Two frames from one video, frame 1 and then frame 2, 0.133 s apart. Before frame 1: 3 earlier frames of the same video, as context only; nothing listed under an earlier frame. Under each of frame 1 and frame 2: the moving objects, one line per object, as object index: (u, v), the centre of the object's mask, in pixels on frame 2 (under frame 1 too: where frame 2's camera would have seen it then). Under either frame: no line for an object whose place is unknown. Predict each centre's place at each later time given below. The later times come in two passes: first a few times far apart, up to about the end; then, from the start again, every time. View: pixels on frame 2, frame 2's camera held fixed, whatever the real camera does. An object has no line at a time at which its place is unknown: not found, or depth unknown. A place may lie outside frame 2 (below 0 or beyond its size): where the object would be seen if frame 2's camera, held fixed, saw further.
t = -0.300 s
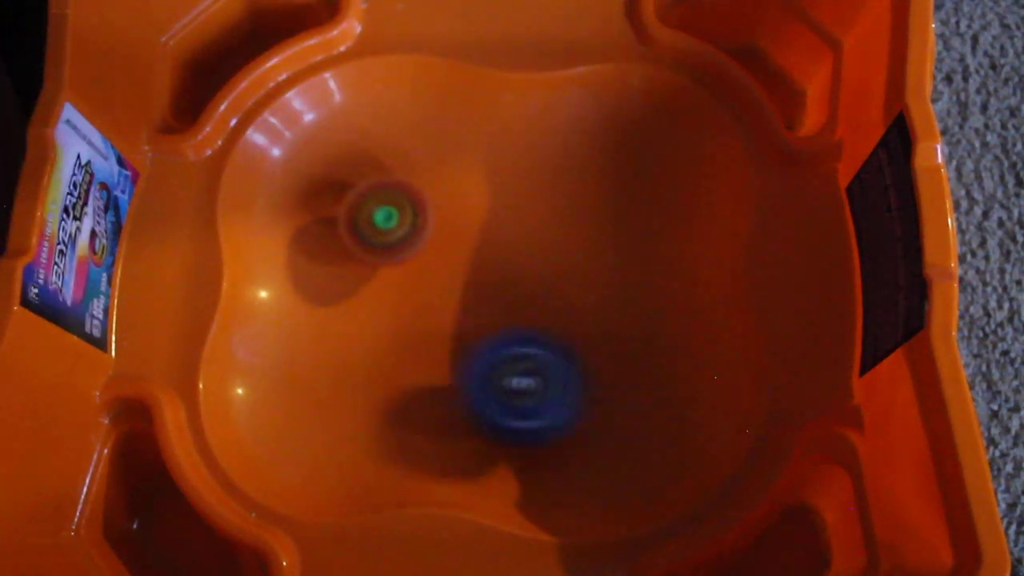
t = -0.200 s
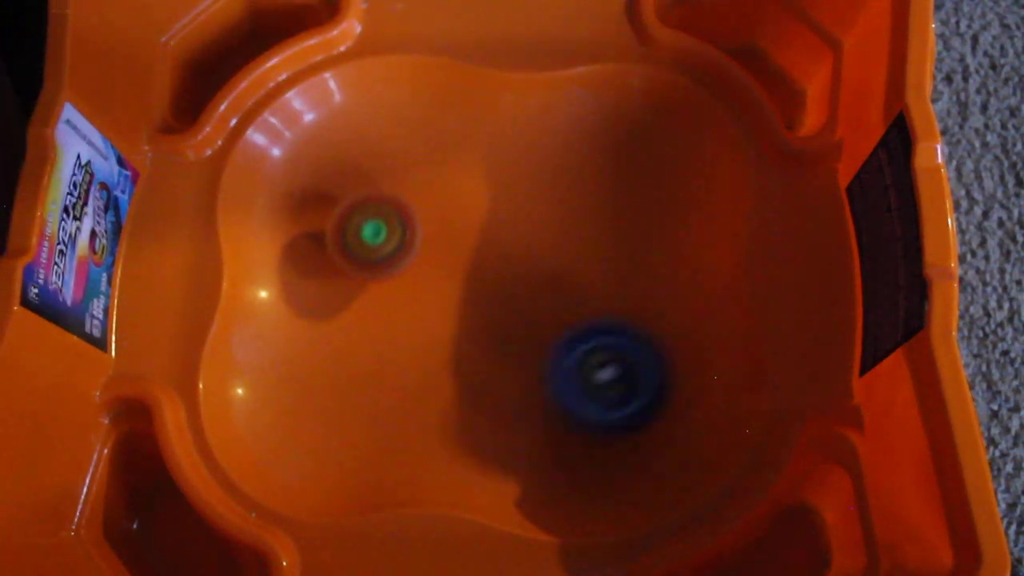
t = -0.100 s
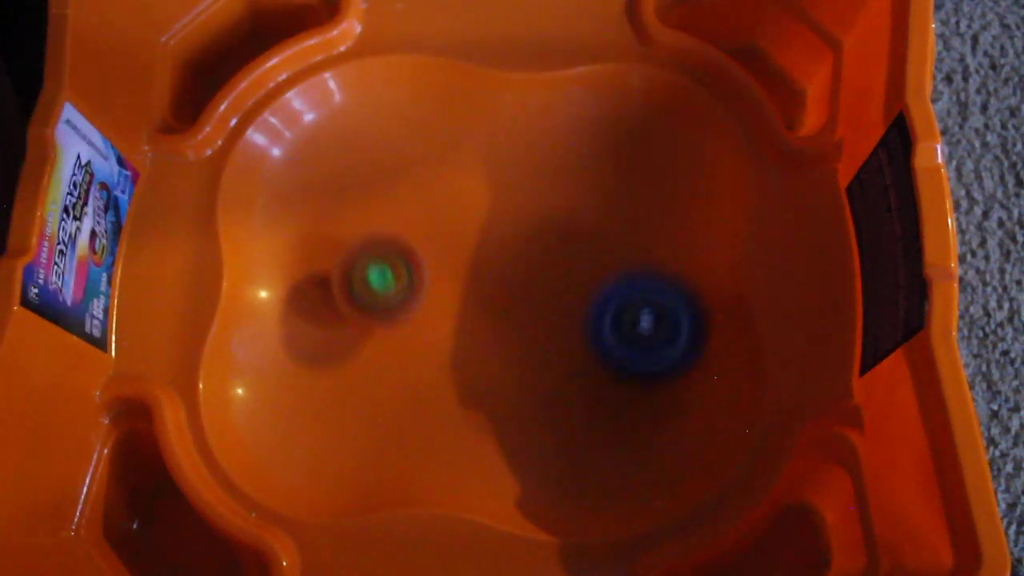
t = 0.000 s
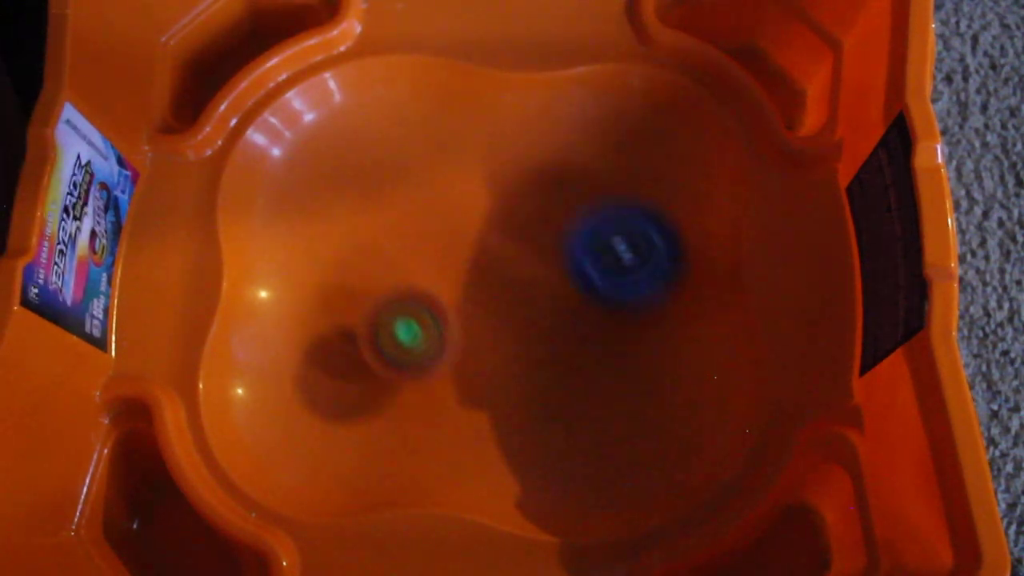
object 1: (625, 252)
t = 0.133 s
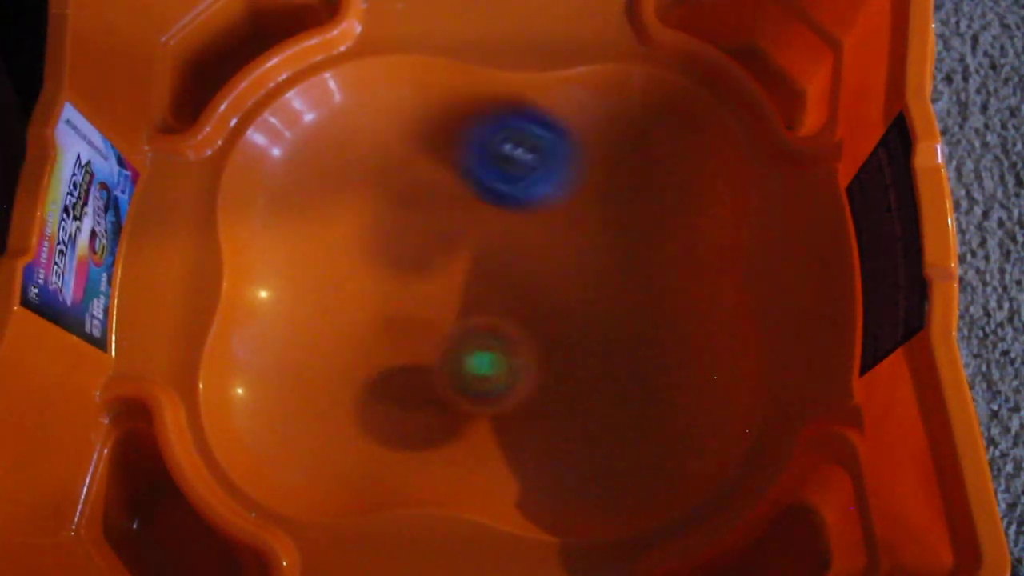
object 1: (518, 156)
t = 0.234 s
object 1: (404, 147)
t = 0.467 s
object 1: (280, 297)
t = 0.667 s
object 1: (585, 467)
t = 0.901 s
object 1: (704, 196)
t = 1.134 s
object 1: (350, 135)
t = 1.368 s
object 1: (247, 438)
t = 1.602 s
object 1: (720, 293)
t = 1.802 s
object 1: (779, 161)
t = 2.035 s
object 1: (773, 271)
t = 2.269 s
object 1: (774, 359)
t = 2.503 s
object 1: (597, 381)
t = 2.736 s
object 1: (596, 404)
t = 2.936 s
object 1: (658, 339)
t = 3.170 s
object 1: (541, 238)
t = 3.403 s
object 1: (373, 345)
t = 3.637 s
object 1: (409, 420)
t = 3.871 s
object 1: (515, 340)
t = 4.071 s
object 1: (578, 433)
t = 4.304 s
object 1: (639, 294)
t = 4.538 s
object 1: (415, 203)
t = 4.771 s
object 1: (280, 335)
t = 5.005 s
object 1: (485, 408)
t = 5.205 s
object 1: (608, 433)
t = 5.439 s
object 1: (586, 300)
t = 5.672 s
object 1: (480, 427)
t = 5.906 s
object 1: (554, 371)
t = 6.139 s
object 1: (678, 360)
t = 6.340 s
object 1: (649, 373)
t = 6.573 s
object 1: (541, 390)
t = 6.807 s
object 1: (564, 425)
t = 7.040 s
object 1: (564, 341)
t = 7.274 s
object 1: (466, 244)
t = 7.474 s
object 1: (377, 218)
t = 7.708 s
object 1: (365, 249)
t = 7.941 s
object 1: (419, 283)
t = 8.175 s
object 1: (491, 264)
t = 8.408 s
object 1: (564, 229)
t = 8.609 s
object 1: (583, 176)
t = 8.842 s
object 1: (567, 202)
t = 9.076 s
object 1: (549, 289)
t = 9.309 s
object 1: (529, 402)
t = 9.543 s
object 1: (605, 407)
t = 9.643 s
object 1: (598, 357)
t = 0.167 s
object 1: (484, 146)
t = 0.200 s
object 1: (445, 143)
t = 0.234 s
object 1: (404, 147)
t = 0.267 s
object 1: (358, 157)
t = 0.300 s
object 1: (312, 172)
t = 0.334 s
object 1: (273, 192)
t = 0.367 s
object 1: (251, 211)
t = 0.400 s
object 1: (246, 232)
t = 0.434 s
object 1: (254, 261)
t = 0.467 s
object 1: (280, 297)
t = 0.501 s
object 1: (316, 334)
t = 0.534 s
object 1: (359, 375)
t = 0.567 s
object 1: (404, 412)
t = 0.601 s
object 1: (460, 438)
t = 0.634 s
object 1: (520, 458)
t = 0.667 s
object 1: (585, 467)
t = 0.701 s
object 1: (650, 458)
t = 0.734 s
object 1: (709, 424)
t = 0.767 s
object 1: (740, 374)
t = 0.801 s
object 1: (750, 321)
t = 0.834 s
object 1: (742, 271)
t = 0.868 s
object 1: (724, 227)
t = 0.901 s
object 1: (704, 196)
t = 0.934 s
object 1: (664, 155)
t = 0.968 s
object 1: (618, 115)
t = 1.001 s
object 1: (562, 87)
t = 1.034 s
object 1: (507, 83)
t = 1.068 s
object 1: (456, 91)
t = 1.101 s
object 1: (405, 110)
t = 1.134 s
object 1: (350, 135)
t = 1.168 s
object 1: (295, 165)
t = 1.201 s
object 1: (246, 198)
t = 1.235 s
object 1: (220, 230)
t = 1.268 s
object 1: (206, 273)
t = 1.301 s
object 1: (199, 325)
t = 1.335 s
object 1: (210, 381)
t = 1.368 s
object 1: (247, 438)
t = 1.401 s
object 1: (317, 469)
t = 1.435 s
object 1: (391, 455)
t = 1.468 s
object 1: (467, 440)
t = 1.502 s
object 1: (539, 414)
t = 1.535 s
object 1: (613, 384)
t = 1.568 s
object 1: (685, 339)
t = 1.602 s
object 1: (720, 293)
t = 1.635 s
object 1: (737, 249)
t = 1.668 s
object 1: (752, 214)
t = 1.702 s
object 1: (766, 188)
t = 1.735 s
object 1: (779, 162)
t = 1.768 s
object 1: (783, 156)
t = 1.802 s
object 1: (779, 161)
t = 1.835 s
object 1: (774, 172)
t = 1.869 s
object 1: (771, 184)
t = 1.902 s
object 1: (769, 198)
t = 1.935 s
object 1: (767, 214)
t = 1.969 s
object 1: (766, 233)
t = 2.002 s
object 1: (770, 251)
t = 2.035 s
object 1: (773, 271)
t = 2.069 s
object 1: (778, 293)
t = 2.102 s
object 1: (786, 315)
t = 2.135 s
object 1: (795, 338)
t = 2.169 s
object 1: (798, 356)
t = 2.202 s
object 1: (794, 361)
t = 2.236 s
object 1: (785, 360)
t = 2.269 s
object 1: (774, 359)
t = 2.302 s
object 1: (758, 355)
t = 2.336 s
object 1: (735, 356)
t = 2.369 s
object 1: (697, 356)
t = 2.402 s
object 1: (645, 349)
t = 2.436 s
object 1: (621, 355)
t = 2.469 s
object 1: (609, 369)
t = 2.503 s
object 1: (597, 381)
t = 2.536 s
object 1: (587, 390)
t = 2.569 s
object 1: (581, 397)
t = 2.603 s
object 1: (578, 402)
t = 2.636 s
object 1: (578, 405)
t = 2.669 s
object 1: (581, 406)
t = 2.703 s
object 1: (587, 407)
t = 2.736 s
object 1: (596, 404)
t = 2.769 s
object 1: (608, 400)
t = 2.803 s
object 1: (621, 395)
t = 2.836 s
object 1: (637, 386)
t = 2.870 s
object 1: (650, 375)
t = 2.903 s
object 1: (657, 359)
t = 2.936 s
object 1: (658, 339)
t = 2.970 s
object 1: (650, 317)
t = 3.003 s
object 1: (635, 294)
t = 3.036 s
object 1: (618, 276)
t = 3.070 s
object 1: (599, 262)
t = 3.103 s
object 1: (580, 250)
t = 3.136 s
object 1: (562, 243)
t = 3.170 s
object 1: (541, 238)
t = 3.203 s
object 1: (520, 241)
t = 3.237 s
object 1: (494, 247)
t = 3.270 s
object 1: (466, 259)
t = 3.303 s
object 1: (438, 274)
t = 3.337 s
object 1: (412, 294)
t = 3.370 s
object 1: (390, 319)
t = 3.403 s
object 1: (373, 345)
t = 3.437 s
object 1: (360, 373)
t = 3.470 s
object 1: (354, 399)
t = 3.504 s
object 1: (356, 421)
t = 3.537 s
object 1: (363, 435)
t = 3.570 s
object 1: (375, 438)
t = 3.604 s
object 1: (390, 433)
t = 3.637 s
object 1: (409, 420)
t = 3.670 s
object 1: (433, 400)
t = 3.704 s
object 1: (455, 378)
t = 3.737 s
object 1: (475, 357)
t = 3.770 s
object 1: (491, 336)
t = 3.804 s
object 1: (503, 316)
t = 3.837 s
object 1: (510, 318)
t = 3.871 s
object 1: (515, 340)
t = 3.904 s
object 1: (520, 361)
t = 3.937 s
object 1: (525, 380)
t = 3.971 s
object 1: (531, 397)
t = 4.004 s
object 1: (542, 413)
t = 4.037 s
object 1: (557, 425)
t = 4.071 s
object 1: (578, 433)
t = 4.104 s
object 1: (602, 433)
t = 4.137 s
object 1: (628, 423)
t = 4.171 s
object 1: (649, 405)
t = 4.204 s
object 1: (661, 378)
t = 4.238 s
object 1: (663, 350)
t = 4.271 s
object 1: (657, 321)
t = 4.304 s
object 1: (639, 294)
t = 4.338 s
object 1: (618, 269)
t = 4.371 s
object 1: (591, 248)
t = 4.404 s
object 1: (566, 248)
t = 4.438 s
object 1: (528, 215)
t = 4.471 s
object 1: (493, 207)
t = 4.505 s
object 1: (459, 202)
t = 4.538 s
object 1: (415, 203)
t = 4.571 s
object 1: (380, 207)
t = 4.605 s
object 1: (343, 217)
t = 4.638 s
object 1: (309, 231)
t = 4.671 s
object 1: (287, 249)
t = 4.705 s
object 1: (274, 272)
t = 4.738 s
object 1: (272, 300)
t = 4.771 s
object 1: (280, 335)
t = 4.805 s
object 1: (297, 374)
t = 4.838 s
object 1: (316, 407)
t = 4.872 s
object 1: (342, 432)
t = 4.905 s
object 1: (372, 442)
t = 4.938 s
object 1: (405, 439)
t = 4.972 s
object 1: (444, 429)
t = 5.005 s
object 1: (485, 408)
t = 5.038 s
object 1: (515, 399)
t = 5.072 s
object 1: (528, 415)
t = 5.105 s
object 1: (544, 428)
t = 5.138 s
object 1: (563, 435)
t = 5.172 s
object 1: (585, 439)
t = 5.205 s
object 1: (608, 433)
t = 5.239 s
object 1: (628, 419)
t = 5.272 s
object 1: (641, 399)
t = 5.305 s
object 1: (645, 376)
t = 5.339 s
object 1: (641, 351)
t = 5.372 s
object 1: (628, 326)
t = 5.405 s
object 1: (608, 304)
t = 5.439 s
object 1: (586, 300)
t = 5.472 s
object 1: (565, 318)
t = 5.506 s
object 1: (544, 337)
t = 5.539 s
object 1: (524, 358)
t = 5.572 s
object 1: (506, 379)
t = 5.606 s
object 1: (492, 398)
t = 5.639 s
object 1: (484, 415)
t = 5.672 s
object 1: (480, 427)
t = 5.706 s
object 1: (482, 432)
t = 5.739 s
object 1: (492, 429)
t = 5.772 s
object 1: (505, 422)
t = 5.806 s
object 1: (520, 412)
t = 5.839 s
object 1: (534, 400)
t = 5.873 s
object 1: (547, 386)
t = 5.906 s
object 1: (554, 371)
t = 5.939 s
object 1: (556, 355)
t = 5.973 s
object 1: (552, 338)
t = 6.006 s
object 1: (546, 324)
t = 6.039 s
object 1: (577, 330)
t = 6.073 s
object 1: (617, 341)
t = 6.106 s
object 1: (651, 350)
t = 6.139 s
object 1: (678, 360)
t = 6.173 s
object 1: (697, 367)
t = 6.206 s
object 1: (703, 371)
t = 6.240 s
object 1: (700, 374)
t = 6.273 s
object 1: (686, 375)
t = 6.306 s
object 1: (669, 375)
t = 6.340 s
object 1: (649, 373)
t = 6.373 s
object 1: (630, 371)
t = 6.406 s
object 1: (611, 370)
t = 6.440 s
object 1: (593, 371)
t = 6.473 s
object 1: (578, 373)
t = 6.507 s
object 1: (564, 376)
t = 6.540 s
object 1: (551, 383)
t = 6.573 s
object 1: (541, 390)
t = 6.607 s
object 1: (533, 398)
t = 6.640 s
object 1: (529, 406)
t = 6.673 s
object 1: (528, 415)
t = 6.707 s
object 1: (531, 421)
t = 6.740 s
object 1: (539, 426)
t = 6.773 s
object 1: (550, 427)
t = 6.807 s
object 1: (564, 425)
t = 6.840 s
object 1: (576, 420)
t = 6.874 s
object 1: (584, 411)
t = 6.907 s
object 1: (586, 400)
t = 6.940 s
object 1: (583, 387)
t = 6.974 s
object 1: (579, 372)
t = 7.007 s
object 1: (572, 357)
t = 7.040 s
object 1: (564, 341)
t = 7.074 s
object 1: (554, 324)
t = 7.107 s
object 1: (540, 308)
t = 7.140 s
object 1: (526, 293)
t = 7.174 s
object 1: (512, 279)
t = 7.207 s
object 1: (500, 265)
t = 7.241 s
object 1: (483, 254)
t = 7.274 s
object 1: (466, 244)
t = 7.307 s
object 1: (447, 234)
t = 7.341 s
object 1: (430, 227)
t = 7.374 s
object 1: (413, 222)
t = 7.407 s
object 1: (399, 219)
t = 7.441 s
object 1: (387, 218)
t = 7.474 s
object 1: (377, 218)
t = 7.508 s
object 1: (368, 220)
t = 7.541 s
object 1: (363, 223)
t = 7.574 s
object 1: (359, 227)
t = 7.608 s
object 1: (357, 233)
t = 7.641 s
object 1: (358, 238)
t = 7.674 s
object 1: (361, 243)
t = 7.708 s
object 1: (365, 249)
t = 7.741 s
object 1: (369, 256)
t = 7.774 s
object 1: (375, 262)
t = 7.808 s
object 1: (382, 269)
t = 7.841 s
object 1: (391, 276)
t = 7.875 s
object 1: (401, 282)
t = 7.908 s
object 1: (411, 286)
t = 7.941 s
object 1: (419, 283)
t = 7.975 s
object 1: (426, 280)
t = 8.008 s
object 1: (435, 277)
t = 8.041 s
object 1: (446, 275)
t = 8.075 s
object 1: (459, 273)
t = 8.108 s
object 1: (470, 269)
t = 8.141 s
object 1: (481, 267)
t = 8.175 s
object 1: (491, 264)
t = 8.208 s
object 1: (501, 262)
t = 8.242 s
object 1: (512, 261)
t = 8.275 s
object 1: (523, 259)
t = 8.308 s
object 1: (533, 258)
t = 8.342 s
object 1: (543, 256)
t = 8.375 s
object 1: (555, 244)
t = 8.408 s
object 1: (564, 229)
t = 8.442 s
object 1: (571, 215)
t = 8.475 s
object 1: (577, 203)
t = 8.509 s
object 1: (581, 193)
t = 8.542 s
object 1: (584, 185)
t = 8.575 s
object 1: (584, 178)
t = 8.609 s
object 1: (583, 176)
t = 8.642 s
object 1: (582, 176)
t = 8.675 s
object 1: (580, 177)
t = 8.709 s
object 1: (577, 179)
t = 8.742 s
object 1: (574, 181)
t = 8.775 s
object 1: (572, 186)
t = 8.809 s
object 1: (570, 193)
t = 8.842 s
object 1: (567, 202)
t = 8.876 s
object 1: (565, 212)
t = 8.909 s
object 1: (563, 223)
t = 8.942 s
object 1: (560, 236)
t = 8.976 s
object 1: (557, 249)
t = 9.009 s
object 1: (555, 261)
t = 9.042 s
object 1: (553, 274)
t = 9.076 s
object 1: (549, 289)
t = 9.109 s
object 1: (544, 304)
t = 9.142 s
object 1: (538, 320)
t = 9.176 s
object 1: (533, 337)
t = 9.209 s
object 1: (530, 354)
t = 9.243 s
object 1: (528, 371)
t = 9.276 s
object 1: (527, 387)
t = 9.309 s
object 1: (529, 402)
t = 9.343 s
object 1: (534, 414)
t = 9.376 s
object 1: (544, 425)
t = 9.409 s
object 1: (556, 430)
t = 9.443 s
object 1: (574, 433)
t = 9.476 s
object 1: (590, 430)
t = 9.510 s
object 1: (600, 421)
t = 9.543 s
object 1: (605, 407)
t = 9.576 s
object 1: (606, 390)
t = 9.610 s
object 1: (603, 375)
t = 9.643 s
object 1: (598, 357)
